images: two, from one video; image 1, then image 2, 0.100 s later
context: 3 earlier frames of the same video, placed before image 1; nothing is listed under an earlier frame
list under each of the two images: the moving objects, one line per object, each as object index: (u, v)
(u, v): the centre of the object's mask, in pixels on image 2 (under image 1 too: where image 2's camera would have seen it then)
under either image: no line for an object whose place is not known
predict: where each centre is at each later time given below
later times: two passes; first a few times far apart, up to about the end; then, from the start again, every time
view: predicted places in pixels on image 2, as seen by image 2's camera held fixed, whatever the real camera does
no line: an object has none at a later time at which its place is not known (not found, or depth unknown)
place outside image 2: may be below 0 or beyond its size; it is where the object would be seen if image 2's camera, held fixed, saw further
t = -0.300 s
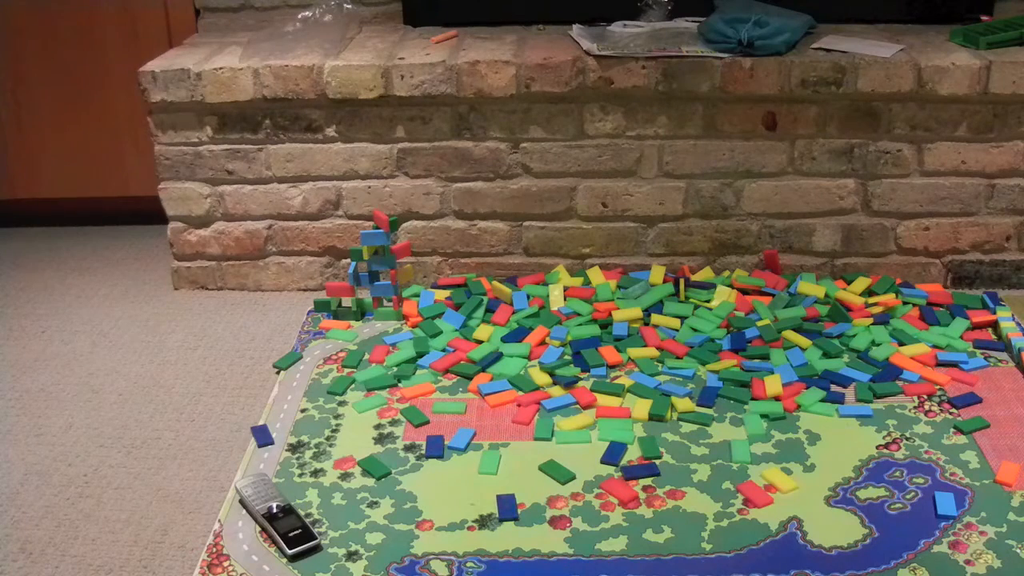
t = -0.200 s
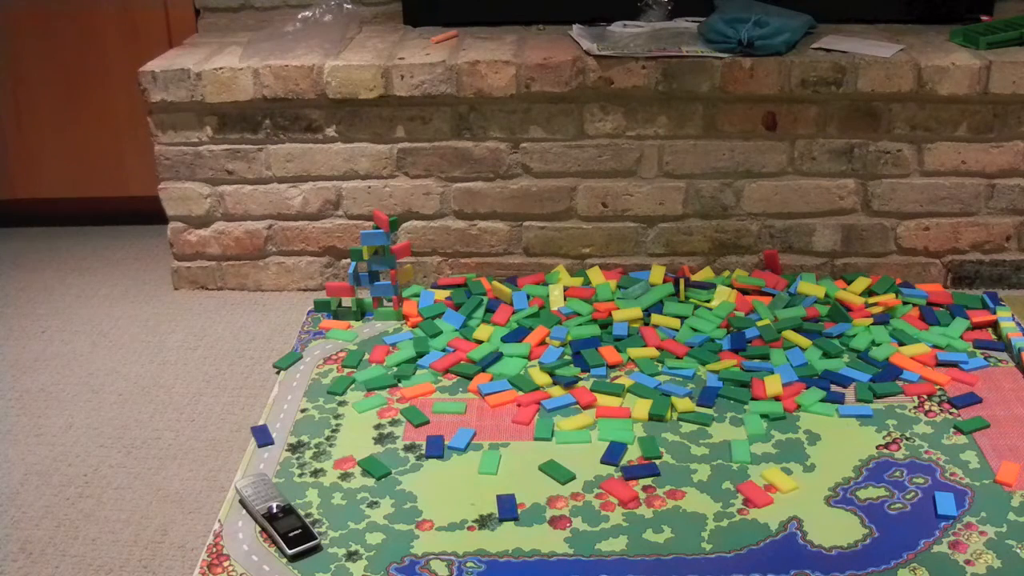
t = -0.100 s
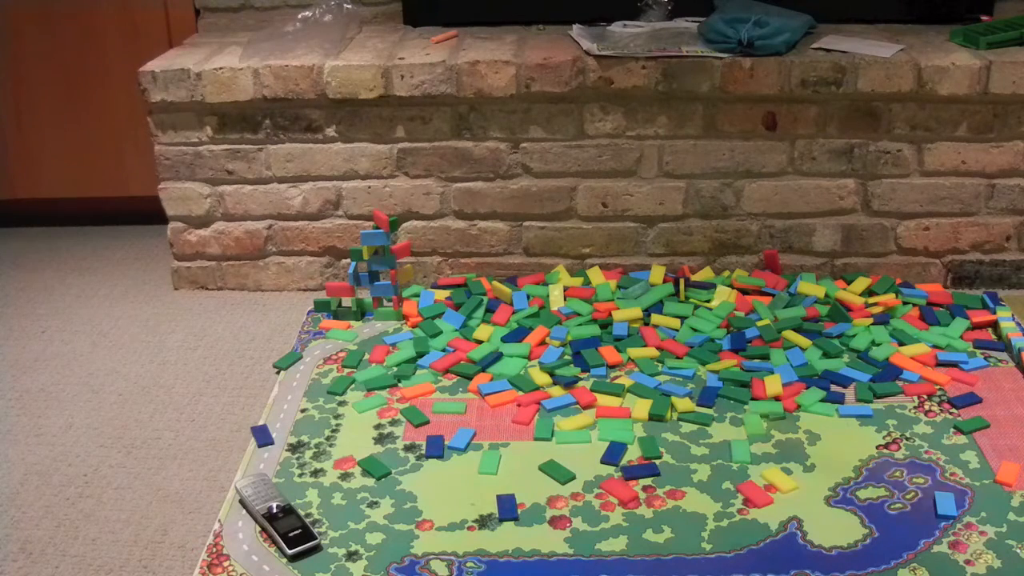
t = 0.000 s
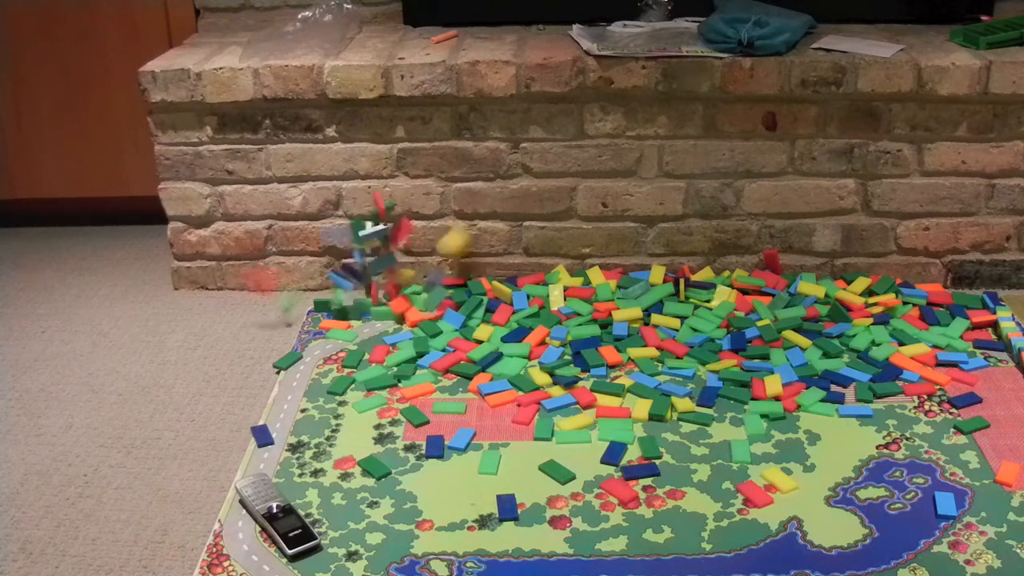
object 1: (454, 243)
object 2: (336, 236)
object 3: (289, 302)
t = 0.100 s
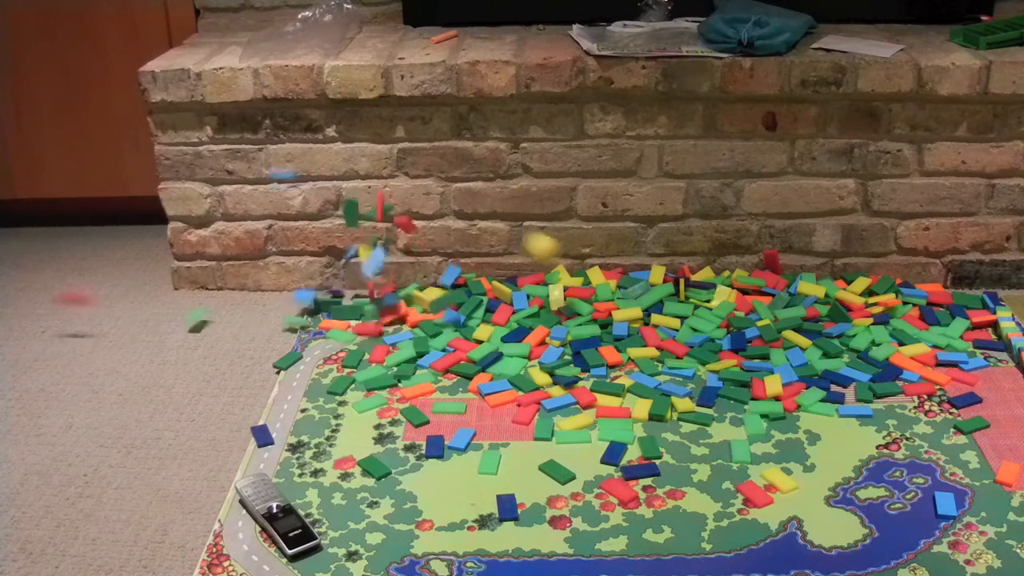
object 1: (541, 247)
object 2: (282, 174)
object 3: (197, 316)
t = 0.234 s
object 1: (682, 358)
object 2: (221, 180)
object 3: (161, 330)
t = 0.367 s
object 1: (805, 377)
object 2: (177, 291)
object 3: (151, 343)
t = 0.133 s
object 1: (574, 263)
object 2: (266, 167)
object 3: (184, 313)
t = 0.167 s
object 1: (610, 288)
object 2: (252, 166)
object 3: (173, 318)
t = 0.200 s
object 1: (644, 319)
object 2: (236, 171)
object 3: (164, 324)
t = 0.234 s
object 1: (682, 358)
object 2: (221, 180)
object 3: (161, 330)
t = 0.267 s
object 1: (714, 372)
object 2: (209, 200)
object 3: (156, 332)
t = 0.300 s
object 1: (746, 367)
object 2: (197, 222)
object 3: (158, 338)
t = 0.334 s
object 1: (775, 373)
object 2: (185, 254)
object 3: (155, 340)
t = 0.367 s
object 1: (805, 377)
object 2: (177, 291)
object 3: (151, 343)
